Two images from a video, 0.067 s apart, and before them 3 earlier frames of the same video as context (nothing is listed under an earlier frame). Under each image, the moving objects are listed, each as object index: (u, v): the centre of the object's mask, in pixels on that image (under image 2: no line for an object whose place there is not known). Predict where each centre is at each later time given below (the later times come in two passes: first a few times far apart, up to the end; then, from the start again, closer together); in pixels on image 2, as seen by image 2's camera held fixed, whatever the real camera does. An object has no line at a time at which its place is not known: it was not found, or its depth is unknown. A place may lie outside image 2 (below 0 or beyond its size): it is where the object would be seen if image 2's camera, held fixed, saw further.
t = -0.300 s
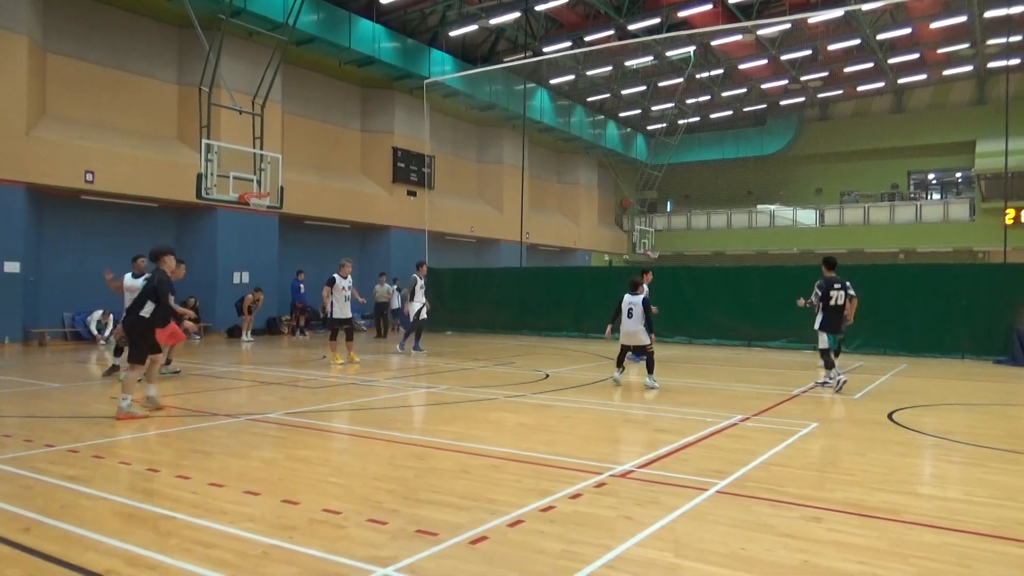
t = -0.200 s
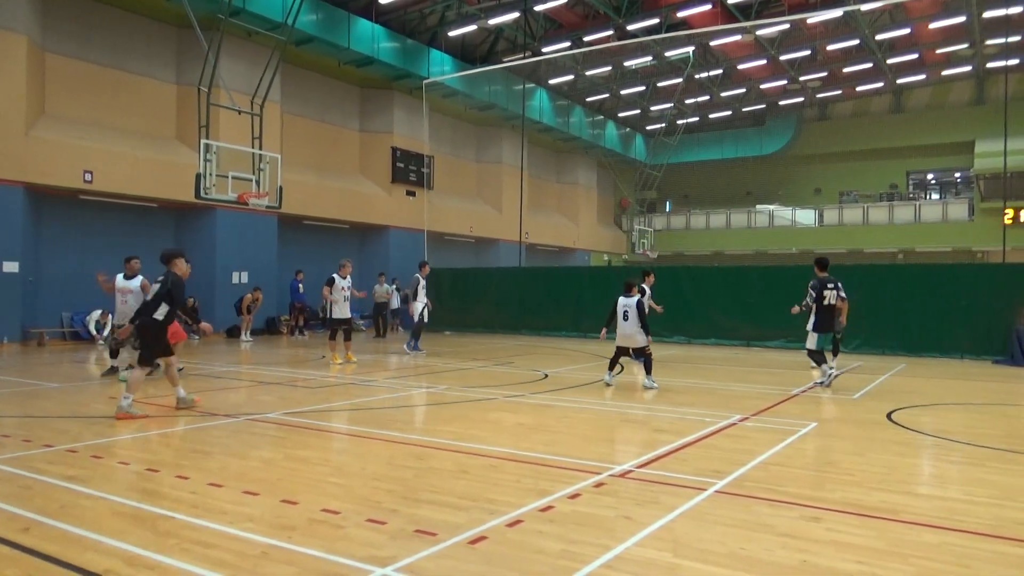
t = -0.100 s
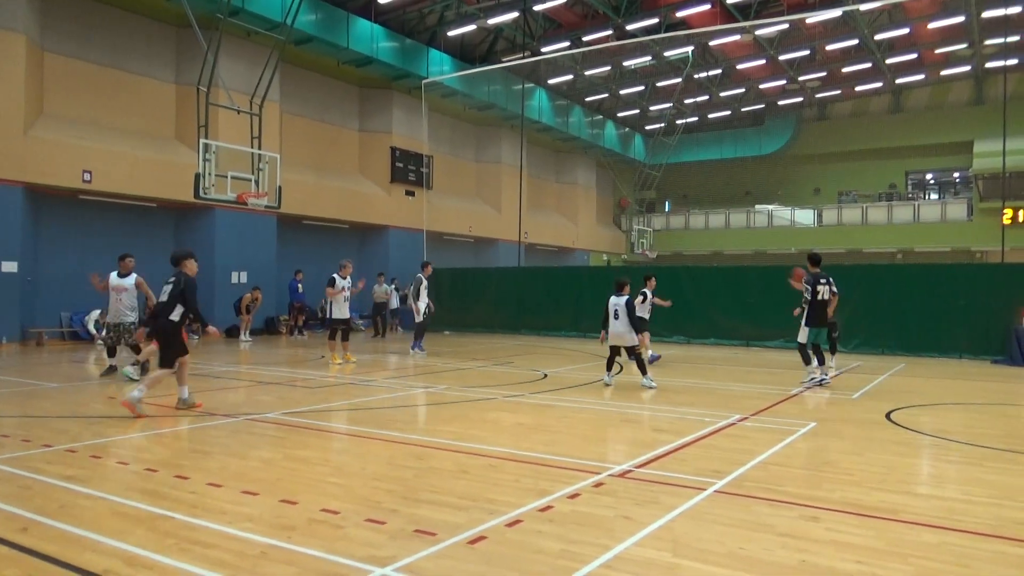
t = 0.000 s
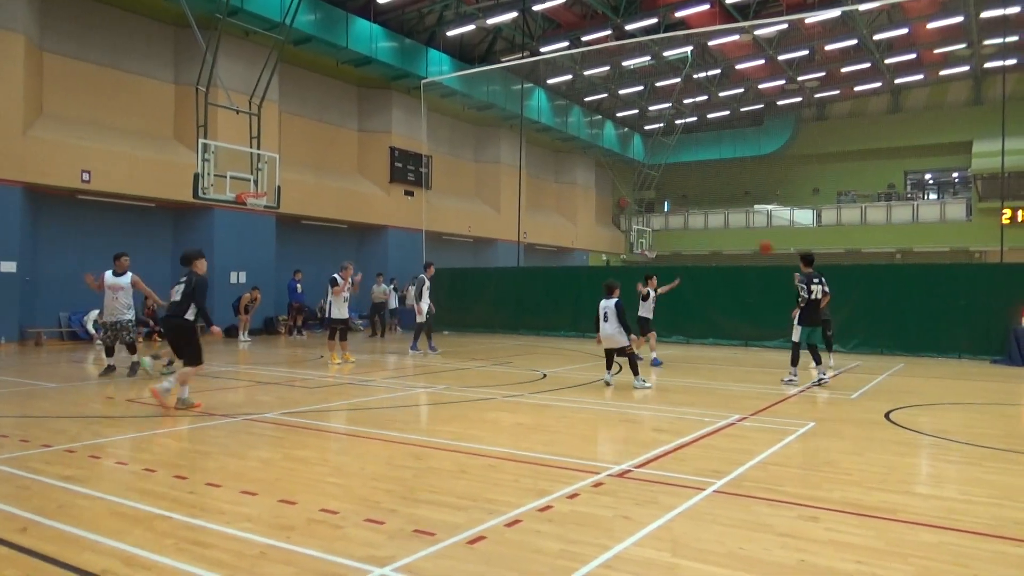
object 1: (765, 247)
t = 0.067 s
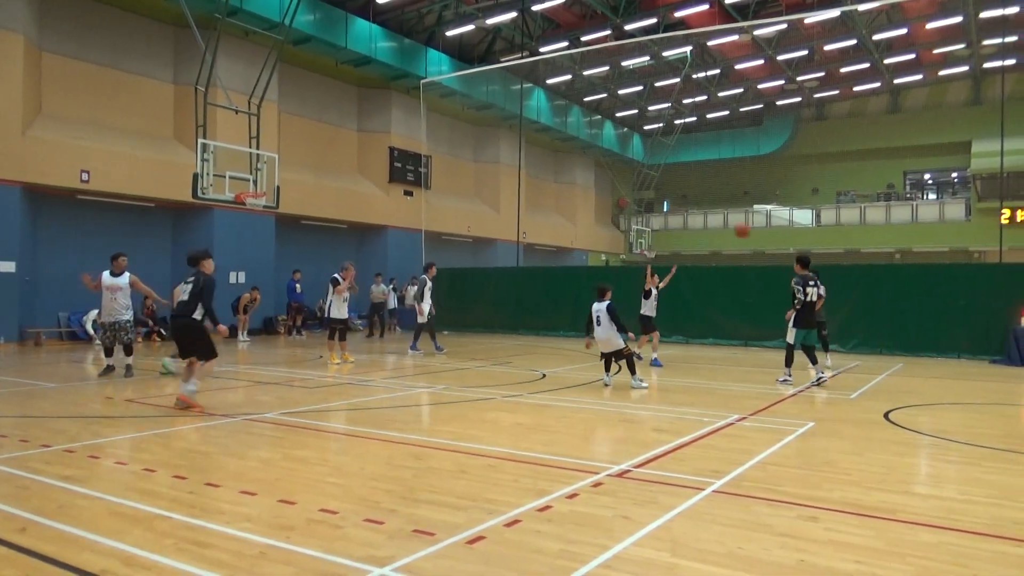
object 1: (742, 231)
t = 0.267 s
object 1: (667, 190)
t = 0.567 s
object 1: (524, 167)
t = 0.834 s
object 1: (355, 199)
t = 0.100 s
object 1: (731, 223)
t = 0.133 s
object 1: (718, 215)
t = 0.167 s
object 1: (706, 208)
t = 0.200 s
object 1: (693, 201)
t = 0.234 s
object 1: (680, 196)
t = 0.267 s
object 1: (667, 190)
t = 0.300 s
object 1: (652, 185)
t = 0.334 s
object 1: (638, 180)
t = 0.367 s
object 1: (624, 177)
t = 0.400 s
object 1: (608, 173)
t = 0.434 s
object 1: (592, 170)
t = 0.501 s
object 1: (559, 167)
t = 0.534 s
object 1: (542, 166)
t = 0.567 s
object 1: (524, 167)
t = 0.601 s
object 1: (504, 168)
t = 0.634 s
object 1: (486, 170)
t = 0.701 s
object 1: (445, 176)
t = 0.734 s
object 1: (424, 179)
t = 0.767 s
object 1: (403, 183)
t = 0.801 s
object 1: (380, 190)
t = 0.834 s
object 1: (355, 199)
